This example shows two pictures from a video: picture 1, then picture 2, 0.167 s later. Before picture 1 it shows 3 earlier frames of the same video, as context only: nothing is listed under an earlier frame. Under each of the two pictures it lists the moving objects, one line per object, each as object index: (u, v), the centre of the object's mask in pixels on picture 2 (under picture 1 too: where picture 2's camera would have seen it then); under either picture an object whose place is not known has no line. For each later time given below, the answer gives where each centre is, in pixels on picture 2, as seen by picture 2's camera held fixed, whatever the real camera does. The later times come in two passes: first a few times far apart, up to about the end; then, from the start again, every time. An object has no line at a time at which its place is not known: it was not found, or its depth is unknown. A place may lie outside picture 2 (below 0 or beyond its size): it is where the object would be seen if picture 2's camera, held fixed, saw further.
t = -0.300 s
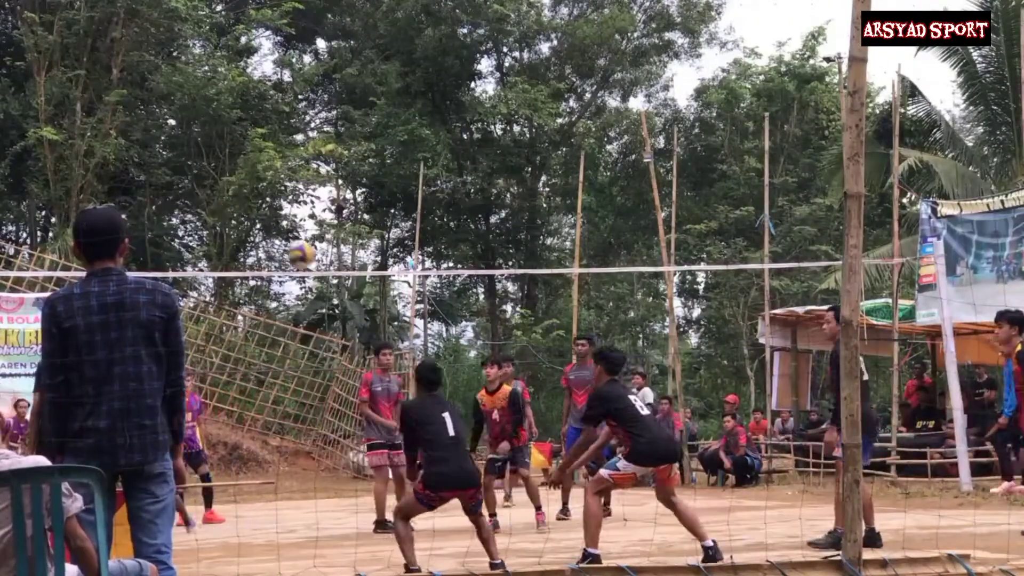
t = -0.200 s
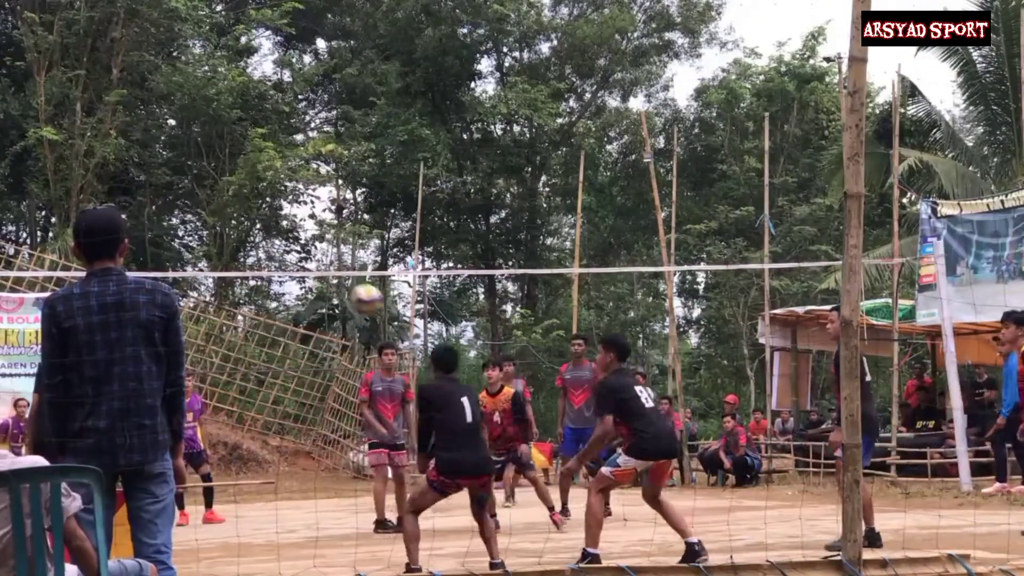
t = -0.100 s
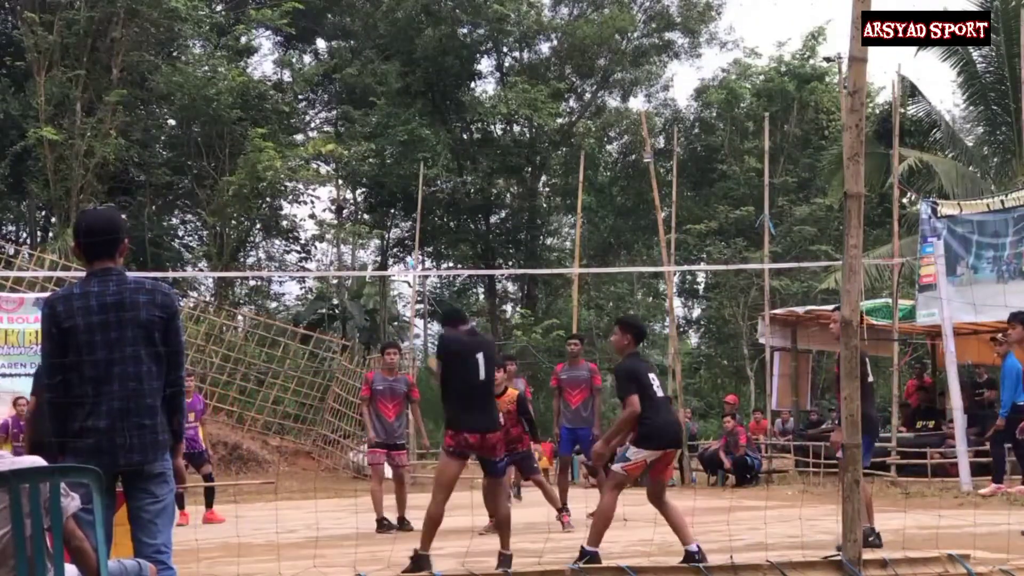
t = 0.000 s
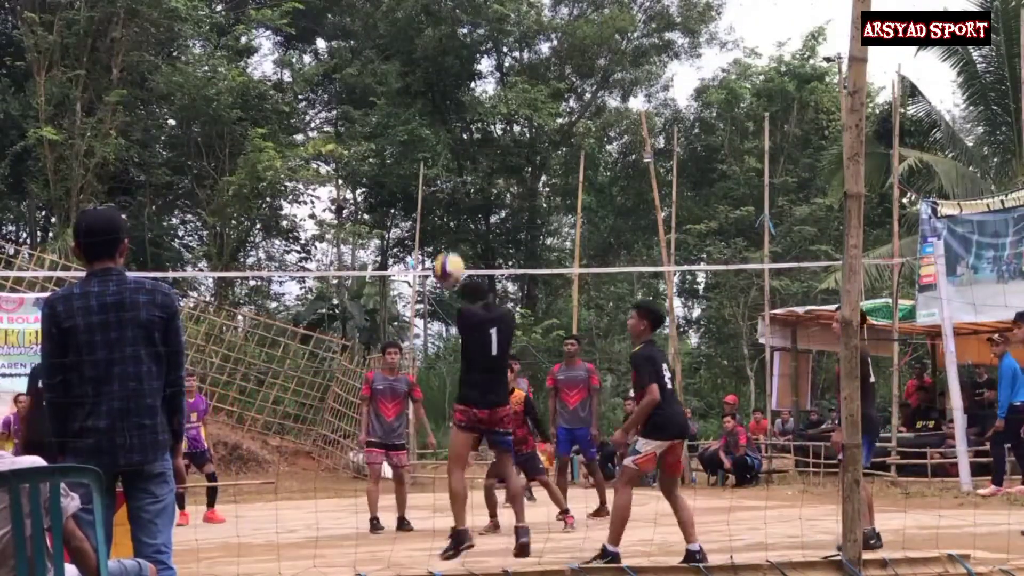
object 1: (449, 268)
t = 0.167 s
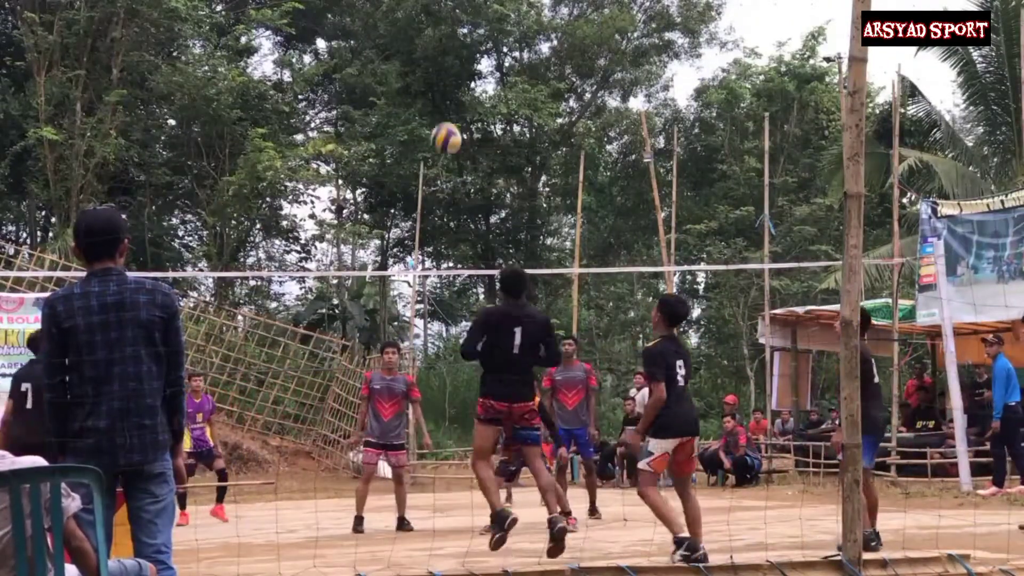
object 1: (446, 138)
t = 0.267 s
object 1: (444, 88)
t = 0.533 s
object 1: (443, 29)
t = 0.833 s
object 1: (446, 70)
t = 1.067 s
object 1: (449, 159)
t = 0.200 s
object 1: (446, 120)
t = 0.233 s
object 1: (445, 103)
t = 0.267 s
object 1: (444, 88)
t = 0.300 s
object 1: (443, 75)
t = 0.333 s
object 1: (443, 63)
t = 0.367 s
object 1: (442, 53)
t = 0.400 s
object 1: (442, 46)
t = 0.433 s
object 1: (442, 40)
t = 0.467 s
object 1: (442, 35)
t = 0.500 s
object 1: (442, 31)
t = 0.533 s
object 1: (443, 29)
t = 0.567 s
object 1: (443, 29)
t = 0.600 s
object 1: (443, 30)
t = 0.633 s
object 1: (444, 32)
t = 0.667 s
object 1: (444, 35)
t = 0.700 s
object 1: (445, 40)
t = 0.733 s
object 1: (445, 46)
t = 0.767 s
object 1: (445, 53)
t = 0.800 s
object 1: (446, 61)
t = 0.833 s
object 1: (446, 70)
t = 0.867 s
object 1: (447, 79)
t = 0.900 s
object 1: (447, 90)
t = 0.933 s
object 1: (448, 102)
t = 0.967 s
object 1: (448, 115)
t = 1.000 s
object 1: (449, 129)
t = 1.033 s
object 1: (449, 143)
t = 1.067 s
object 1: (449, 159)
